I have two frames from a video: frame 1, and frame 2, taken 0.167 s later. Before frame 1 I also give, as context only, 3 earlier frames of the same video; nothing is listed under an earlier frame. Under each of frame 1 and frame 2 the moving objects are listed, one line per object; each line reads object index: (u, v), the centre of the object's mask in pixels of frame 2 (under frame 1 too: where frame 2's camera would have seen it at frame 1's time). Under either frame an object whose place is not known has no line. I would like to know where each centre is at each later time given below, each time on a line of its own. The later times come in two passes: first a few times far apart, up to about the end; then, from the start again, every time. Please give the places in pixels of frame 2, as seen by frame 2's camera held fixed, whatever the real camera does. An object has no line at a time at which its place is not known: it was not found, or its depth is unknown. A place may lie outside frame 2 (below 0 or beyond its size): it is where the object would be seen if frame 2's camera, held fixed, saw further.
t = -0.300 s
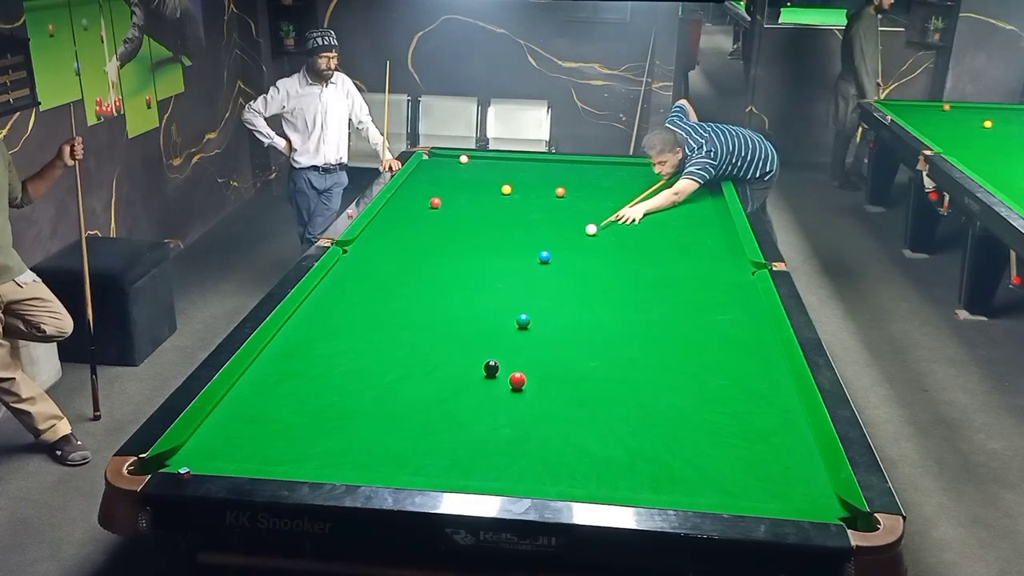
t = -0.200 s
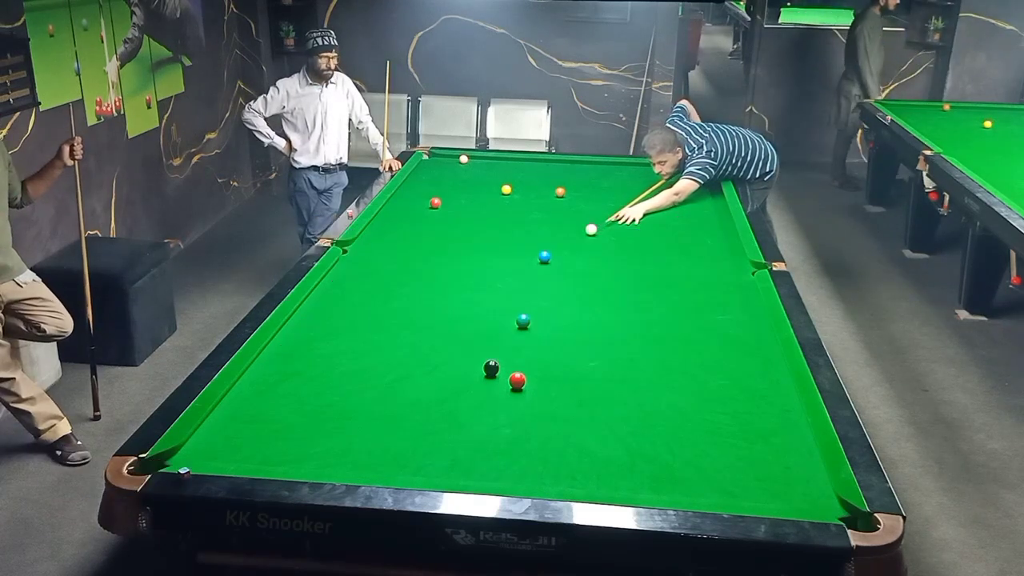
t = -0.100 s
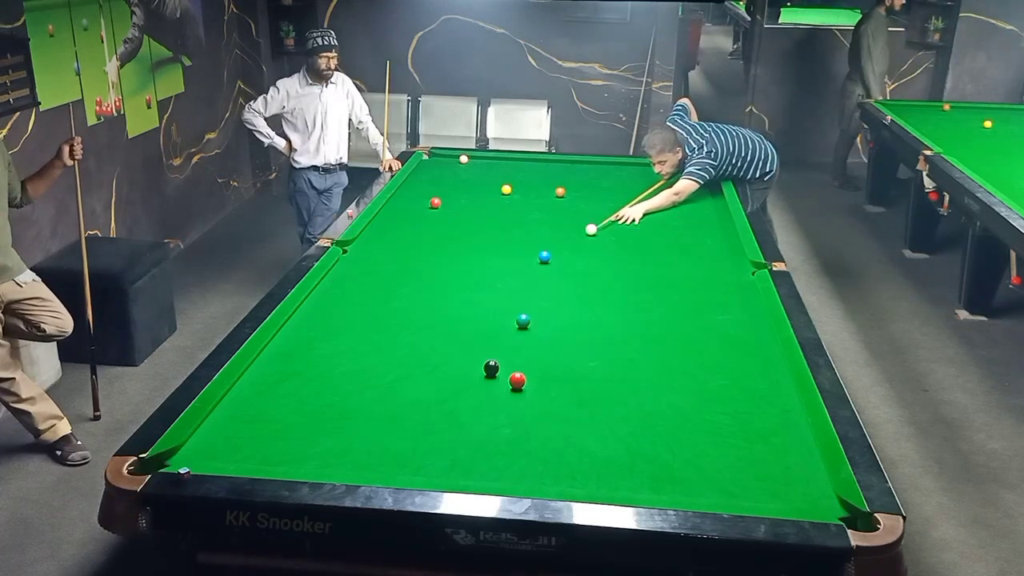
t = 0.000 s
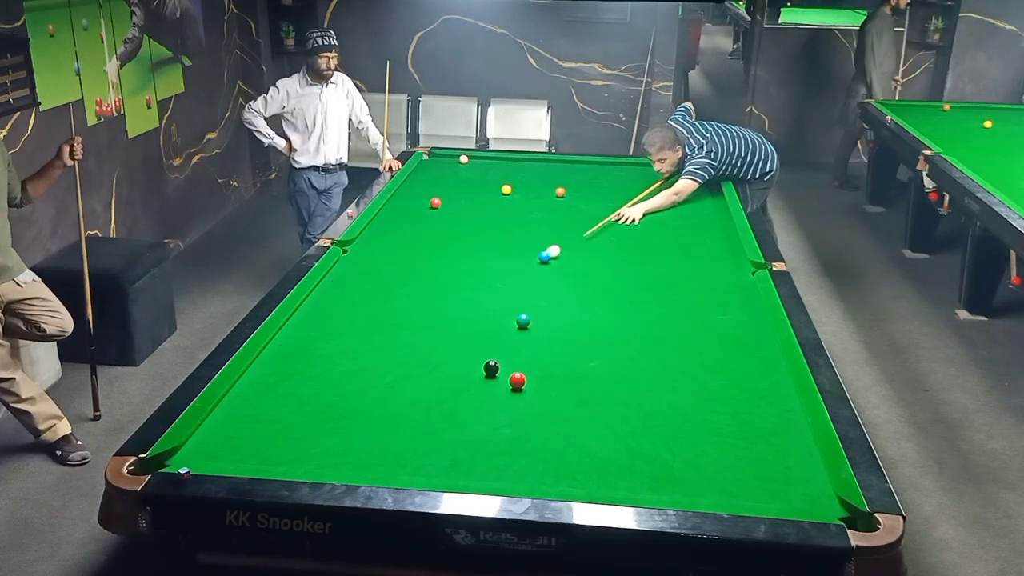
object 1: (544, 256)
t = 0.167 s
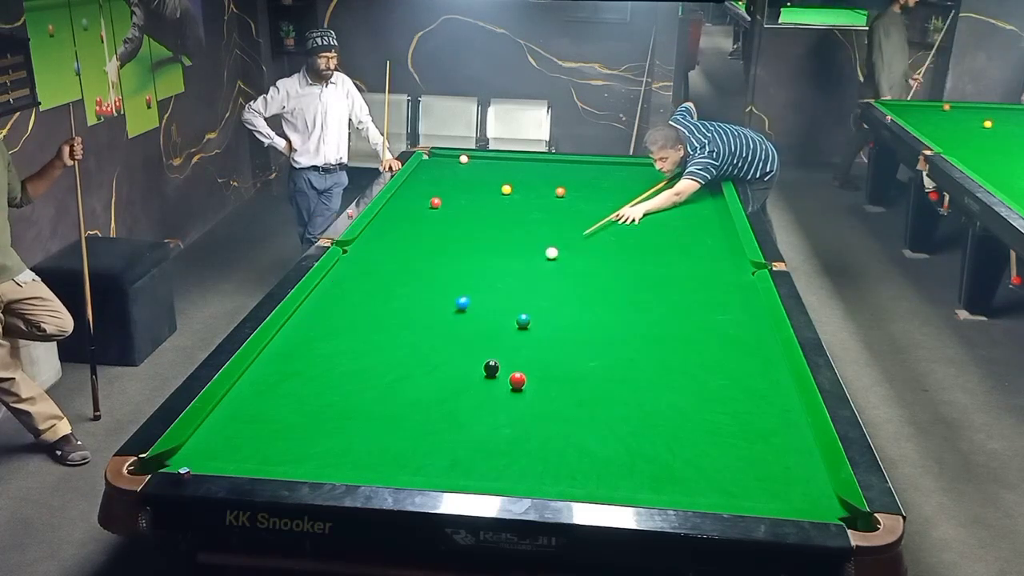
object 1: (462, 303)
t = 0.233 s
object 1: (423, 326)
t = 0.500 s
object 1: (234, 434)
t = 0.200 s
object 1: (443, 314)
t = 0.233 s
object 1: (423, 326)
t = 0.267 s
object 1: (403, 337)
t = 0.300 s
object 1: (381, 349)
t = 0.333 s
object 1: (359, 362)
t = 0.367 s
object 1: (336, 375)
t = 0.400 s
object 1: (311, 389)
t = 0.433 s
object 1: (287, 403)
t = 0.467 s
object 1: (261, 418)
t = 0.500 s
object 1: (234, 434)
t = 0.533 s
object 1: (207, 449)
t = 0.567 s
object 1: (177, 457)
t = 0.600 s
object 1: (163, 461)
